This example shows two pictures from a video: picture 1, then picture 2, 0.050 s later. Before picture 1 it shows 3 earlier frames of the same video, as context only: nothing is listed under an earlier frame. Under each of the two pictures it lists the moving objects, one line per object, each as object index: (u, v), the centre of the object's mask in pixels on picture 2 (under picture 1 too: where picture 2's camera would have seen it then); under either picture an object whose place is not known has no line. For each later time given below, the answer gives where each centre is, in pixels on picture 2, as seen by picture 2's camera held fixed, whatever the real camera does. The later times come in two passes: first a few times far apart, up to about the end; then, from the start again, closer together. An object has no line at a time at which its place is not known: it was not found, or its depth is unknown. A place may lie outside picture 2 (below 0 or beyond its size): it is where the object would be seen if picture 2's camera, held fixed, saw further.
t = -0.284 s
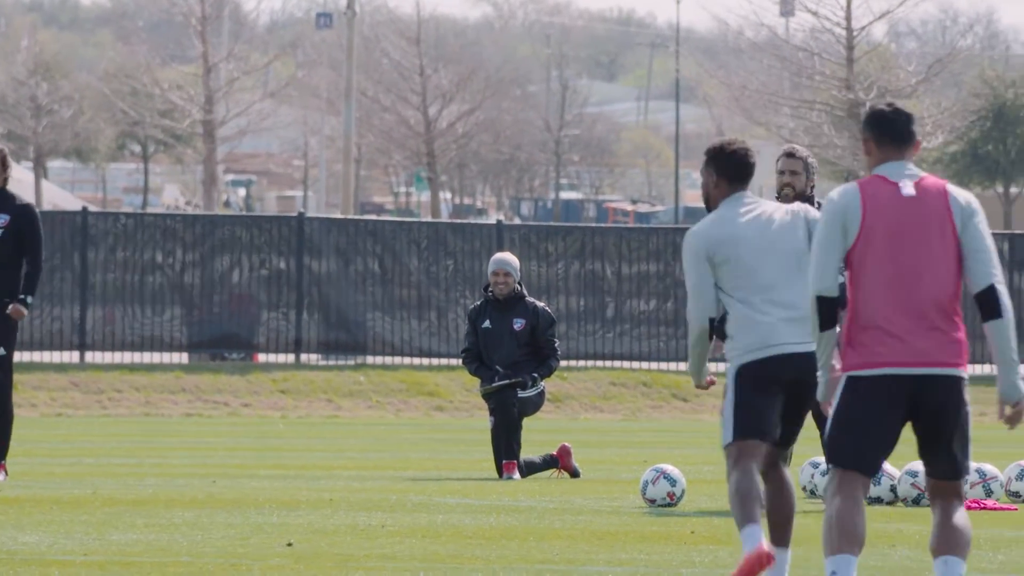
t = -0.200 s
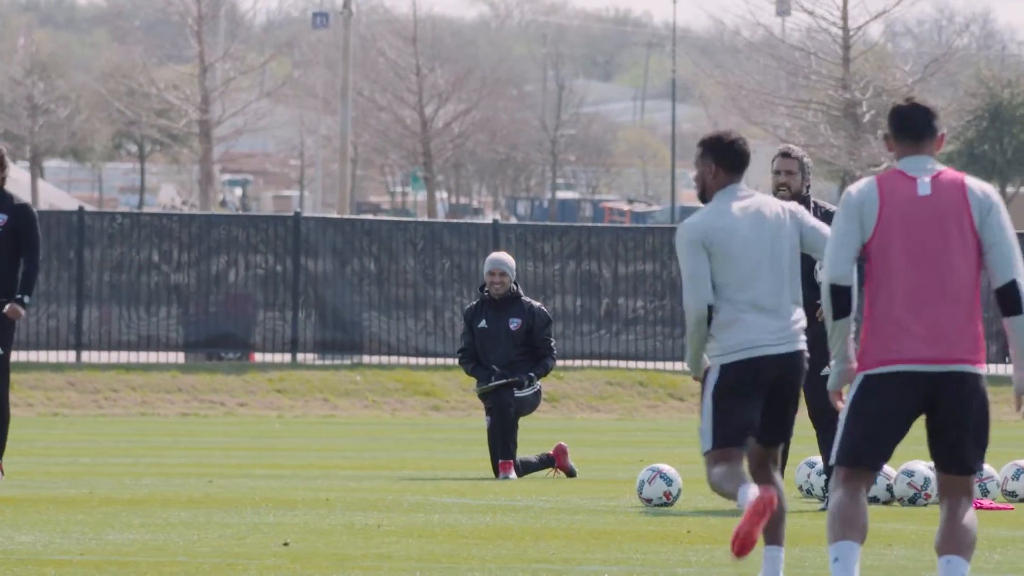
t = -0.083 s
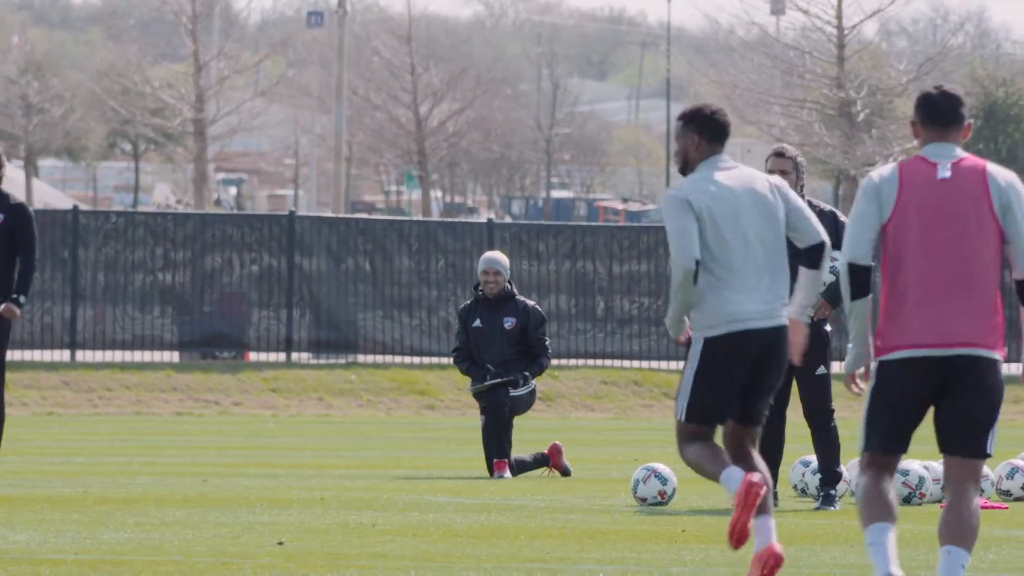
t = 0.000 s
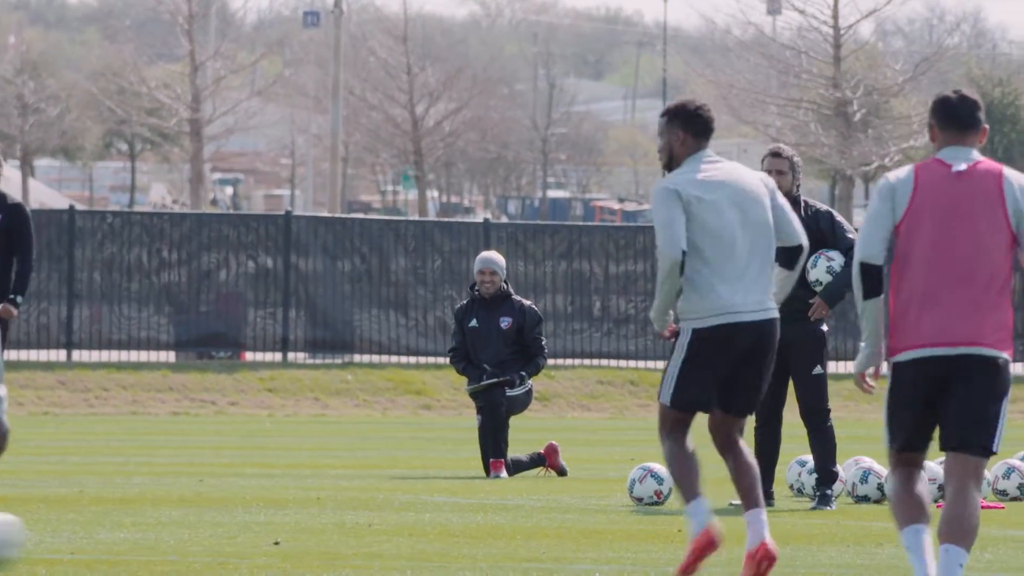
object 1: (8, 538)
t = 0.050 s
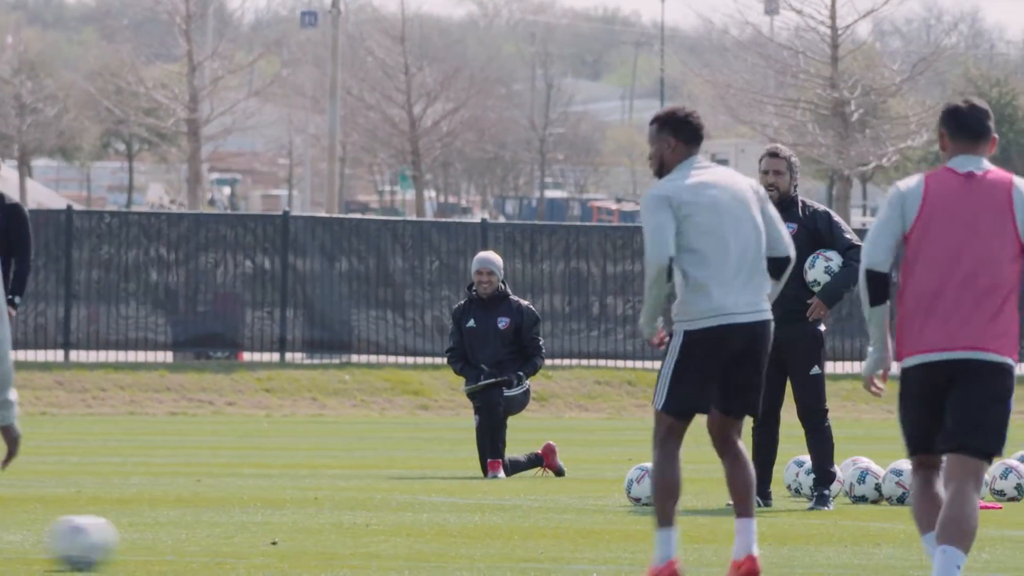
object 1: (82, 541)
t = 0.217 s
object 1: (342, 542)
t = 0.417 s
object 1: (577, 545)
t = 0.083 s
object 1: (137, 539)
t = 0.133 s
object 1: (219, 541)
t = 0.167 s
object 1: (271, 543)
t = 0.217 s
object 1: (342, 542)
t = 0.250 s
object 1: (385, 541)
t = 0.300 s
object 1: (450, 545)
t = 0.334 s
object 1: (490, 547)
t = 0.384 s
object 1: (542, 544)
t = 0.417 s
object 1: (577, 545)
